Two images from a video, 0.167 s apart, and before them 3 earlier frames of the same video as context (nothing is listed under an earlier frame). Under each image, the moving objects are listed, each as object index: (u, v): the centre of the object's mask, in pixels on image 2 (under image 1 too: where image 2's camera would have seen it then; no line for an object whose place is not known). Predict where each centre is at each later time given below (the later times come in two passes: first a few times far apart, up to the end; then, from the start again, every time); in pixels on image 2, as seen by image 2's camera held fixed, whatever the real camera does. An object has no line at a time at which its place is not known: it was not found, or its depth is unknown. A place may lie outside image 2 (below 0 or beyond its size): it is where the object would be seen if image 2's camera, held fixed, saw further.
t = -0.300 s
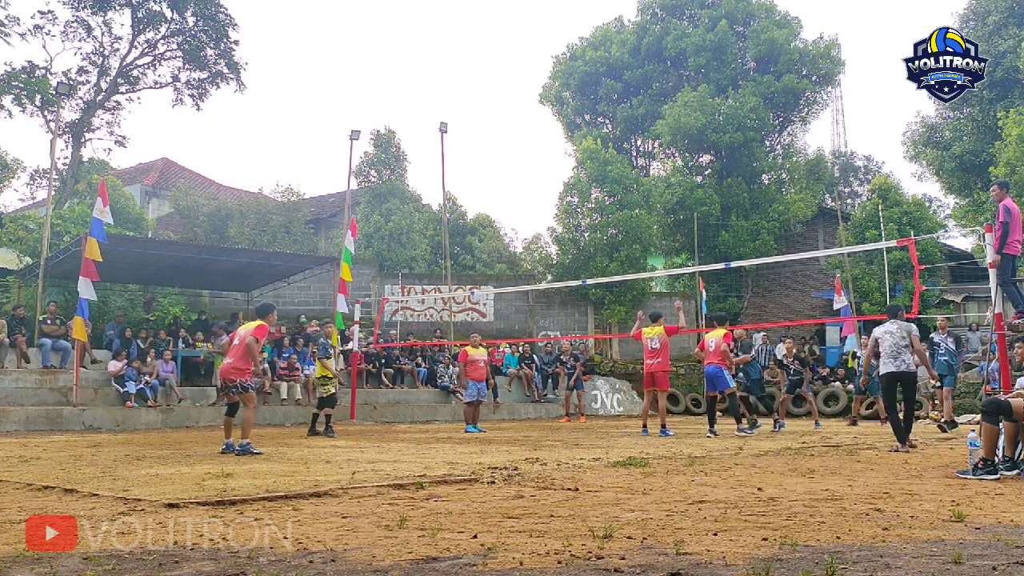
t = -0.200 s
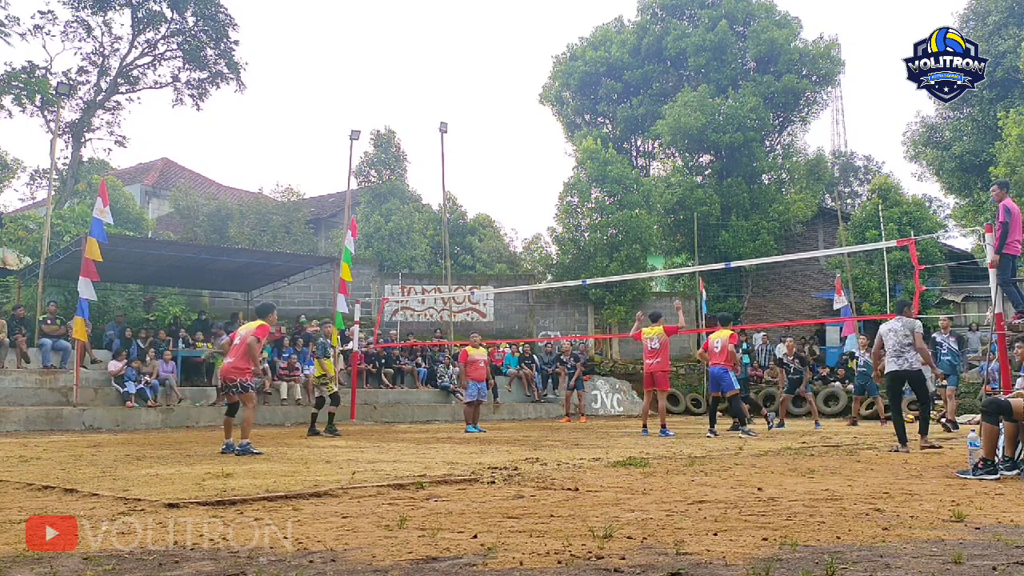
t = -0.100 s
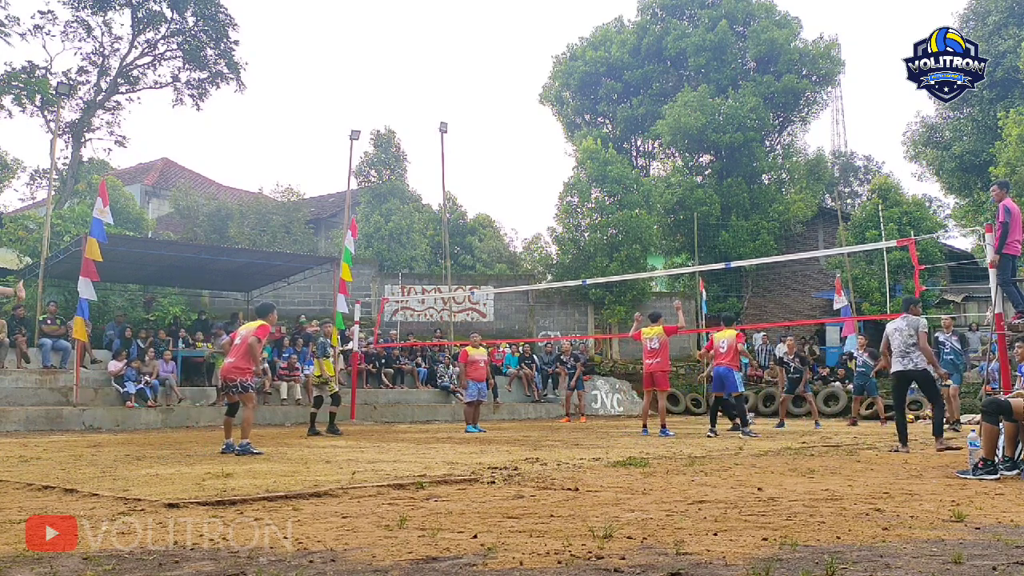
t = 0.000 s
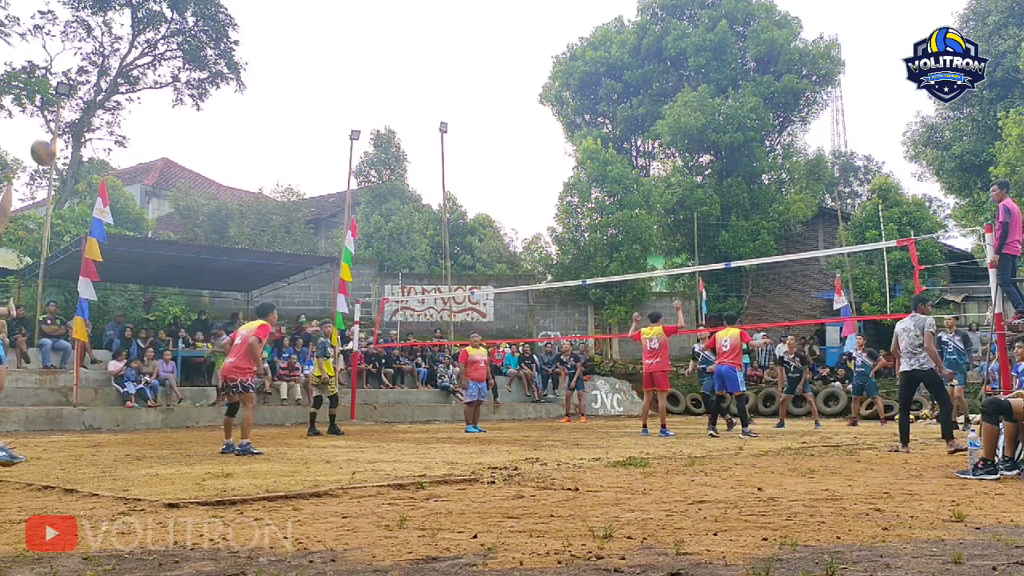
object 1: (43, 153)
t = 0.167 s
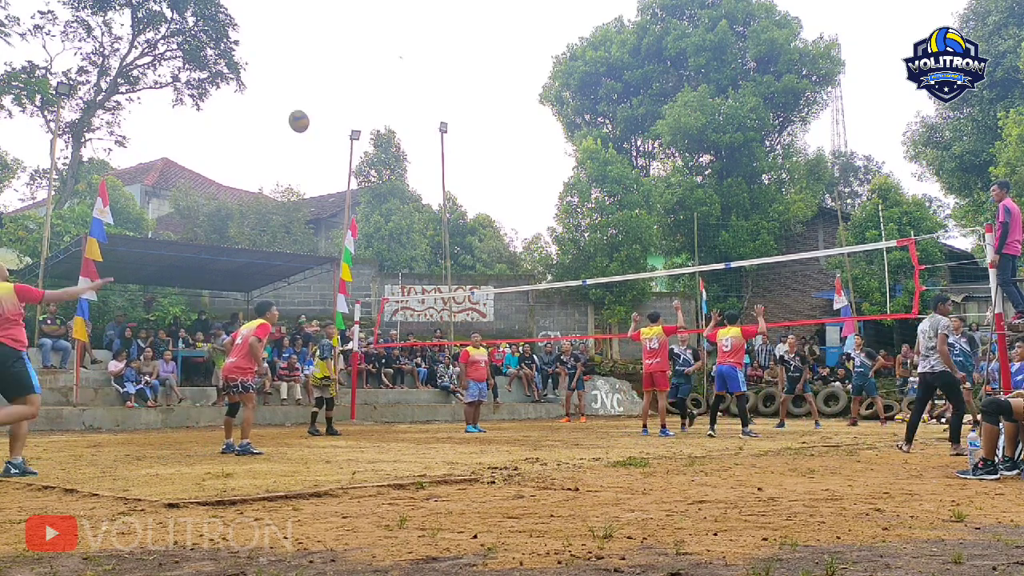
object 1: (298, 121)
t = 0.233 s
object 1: (377, 119)
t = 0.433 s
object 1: (558, 136)
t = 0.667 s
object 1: (711, 185)
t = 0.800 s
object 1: (779, 224)
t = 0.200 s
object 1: (339, 119)
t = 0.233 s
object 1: (377, 119)
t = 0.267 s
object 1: (412, 119)
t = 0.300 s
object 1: (445, 122)
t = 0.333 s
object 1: (476, 124)
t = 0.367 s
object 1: (505, 127)
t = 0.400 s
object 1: (532, 131)
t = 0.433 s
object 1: (558, 136)
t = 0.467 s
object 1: (583, 140)
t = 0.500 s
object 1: (607, 147)
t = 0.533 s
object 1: (629, 154)
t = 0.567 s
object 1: (649, 161)
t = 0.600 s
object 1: (671, 169)
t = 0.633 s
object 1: (692, 177)
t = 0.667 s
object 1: (711, 185)
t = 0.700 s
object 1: (728, 195)
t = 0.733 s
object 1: (746, 204)
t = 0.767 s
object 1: (763, 213)
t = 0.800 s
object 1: (779, 224)
